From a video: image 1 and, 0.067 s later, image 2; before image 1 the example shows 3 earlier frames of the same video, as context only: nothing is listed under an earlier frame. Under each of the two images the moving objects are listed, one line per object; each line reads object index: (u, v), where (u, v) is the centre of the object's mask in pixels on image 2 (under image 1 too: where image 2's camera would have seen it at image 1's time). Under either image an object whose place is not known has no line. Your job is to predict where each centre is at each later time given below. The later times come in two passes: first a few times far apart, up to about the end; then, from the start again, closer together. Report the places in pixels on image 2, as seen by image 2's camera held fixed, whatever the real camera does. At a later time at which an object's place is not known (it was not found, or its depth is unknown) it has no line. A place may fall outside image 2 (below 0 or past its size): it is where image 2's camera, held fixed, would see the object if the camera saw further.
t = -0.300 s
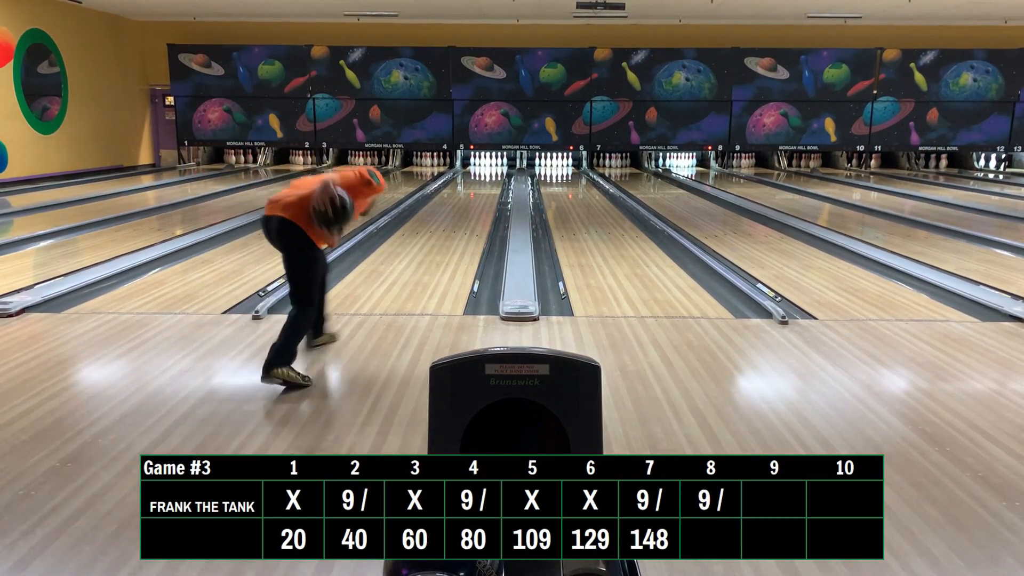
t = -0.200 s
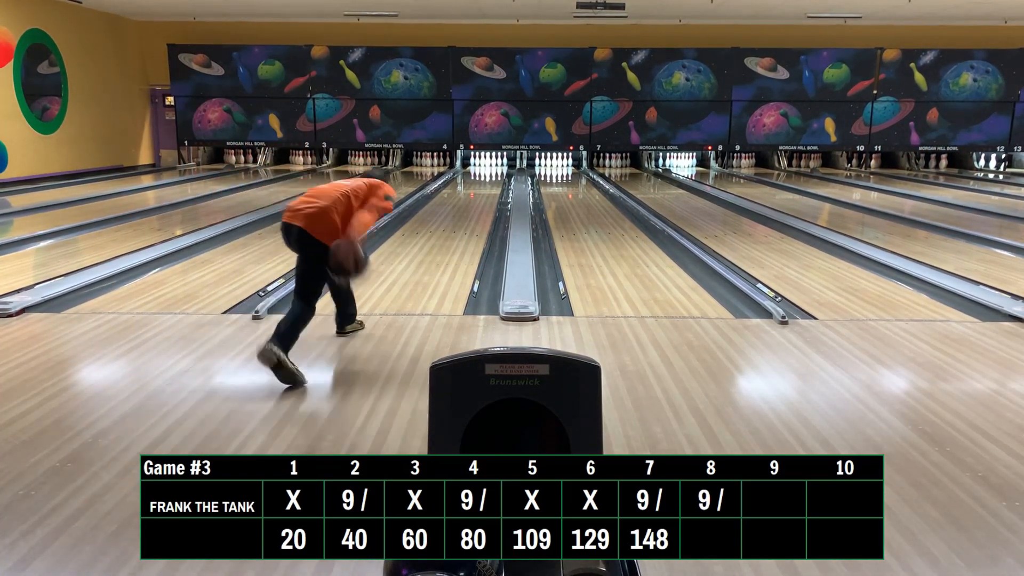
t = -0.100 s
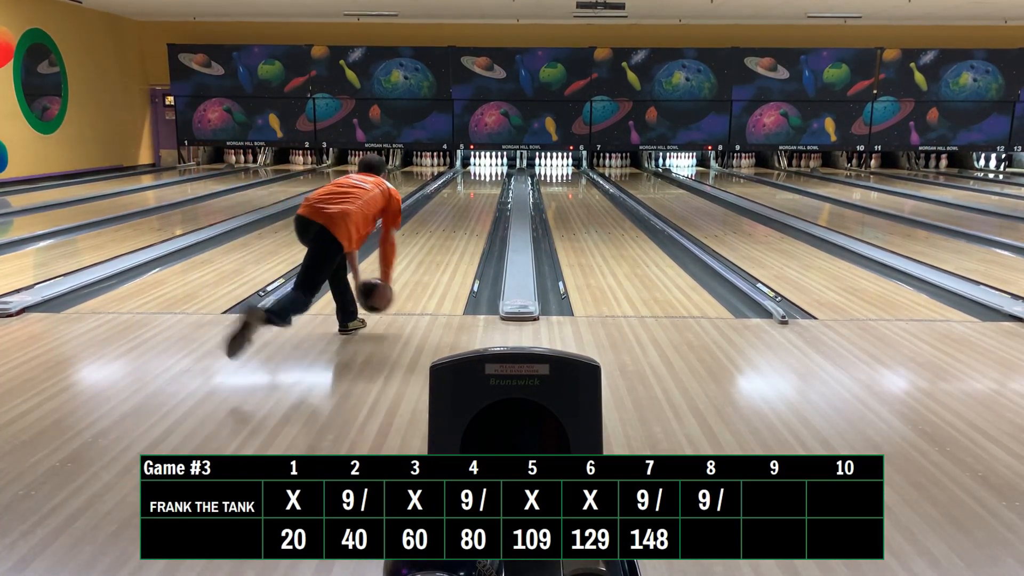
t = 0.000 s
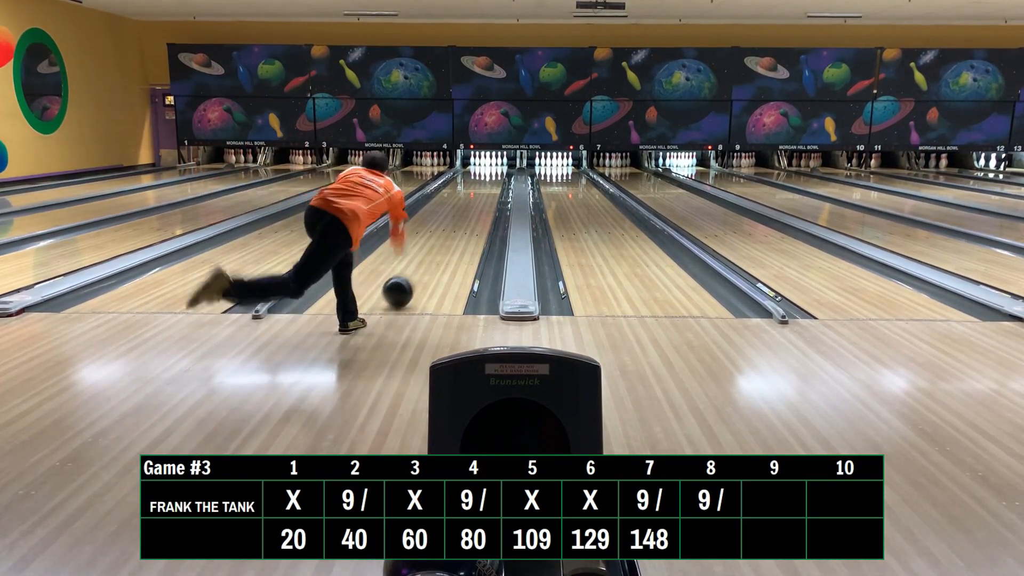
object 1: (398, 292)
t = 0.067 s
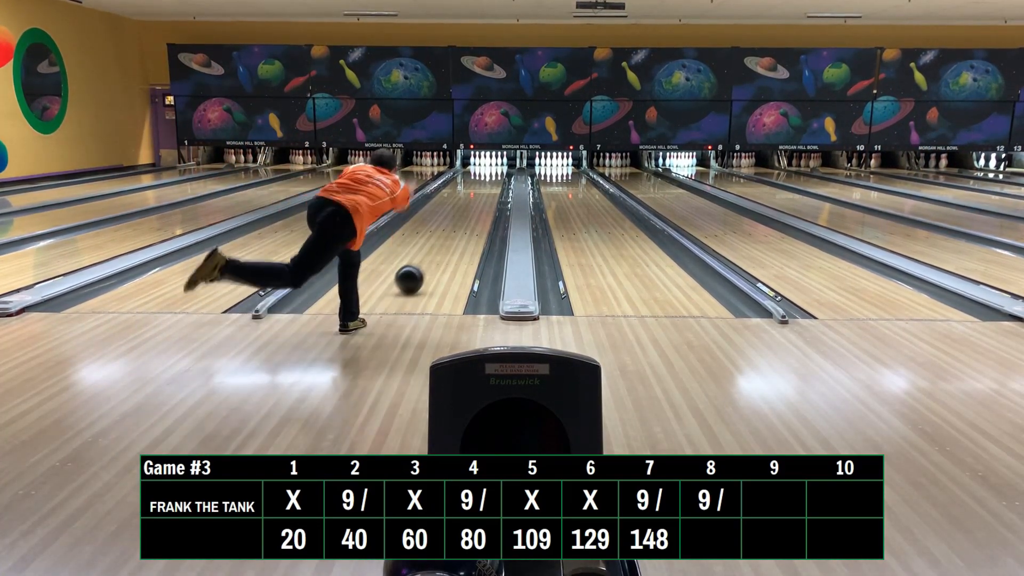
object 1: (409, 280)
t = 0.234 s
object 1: (431, 255)
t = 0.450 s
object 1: (450, 232)
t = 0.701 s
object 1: (466, 213)
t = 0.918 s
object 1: (474, 202)
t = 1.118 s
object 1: (480, 193)
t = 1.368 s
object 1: (486, 185)
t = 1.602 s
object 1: (490, 179)
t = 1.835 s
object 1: (492, 174)
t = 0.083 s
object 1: (412, 277)
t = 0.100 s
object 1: (414, 274)
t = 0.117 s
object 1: (417, 271)
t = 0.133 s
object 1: (419, 268)
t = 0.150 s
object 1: (421, 266)
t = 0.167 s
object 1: (423, 264)
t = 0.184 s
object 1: (425, 261)
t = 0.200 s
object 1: (427, 259)
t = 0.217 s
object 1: (429, 257)
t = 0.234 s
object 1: (431, 255)
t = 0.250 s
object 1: (433, 252)
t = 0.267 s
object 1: (435, 251)
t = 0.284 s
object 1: (436, 249)
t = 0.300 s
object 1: (438, 247)
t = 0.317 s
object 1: (439, 245)
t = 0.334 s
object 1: (441, 243)
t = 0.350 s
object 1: (442, 242)
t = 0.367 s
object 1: (444, 240)
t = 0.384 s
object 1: (445, 238)
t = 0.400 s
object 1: (446, 237)
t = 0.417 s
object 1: (448, 235)
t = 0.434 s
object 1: (449, 234)
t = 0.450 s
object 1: (450, 232)
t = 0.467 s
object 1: (452, 231)
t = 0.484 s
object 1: (453, 229)
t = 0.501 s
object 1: (454, 228)
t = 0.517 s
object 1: (455, 227)
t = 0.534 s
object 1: (456, 225)
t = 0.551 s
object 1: (457, 224)
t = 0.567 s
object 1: (458, 223)
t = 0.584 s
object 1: (459, 222)
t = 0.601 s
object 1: (460, 220)
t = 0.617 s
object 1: (461, 219)
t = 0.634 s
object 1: (462, 218)
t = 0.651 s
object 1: (461, 219)
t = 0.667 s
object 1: (462, 219)
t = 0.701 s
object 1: (466, 213)
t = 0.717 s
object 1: (466, 213)
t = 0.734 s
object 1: (467, 212)
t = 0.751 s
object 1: (468, 211)
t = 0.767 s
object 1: (468, 210)
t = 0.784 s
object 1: (469, 209)
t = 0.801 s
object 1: (470, 208)
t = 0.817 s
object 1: (471, 207)
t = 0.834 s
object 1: (471, 206)
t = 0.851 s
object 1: (472, 205)
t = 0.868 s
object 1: (472, 204)
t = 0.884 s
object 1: (473, 204)
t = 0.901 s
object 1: (474, 203)
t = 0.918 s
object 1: (474, 202)
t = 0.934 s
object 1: (475, 201)
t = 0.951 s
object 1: (475, 200)
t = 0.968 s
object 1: (476, 200)
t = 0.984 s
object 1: (477, 199)
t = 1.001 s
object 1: (477, 198)
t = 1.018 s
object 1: (478, 197)
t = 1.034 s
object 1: (478, 197)
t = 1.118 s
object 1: (480, 193)
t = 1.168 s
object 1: (482, 191)
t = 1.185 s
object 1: (482, 191)
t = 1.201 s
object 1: (483, 190)
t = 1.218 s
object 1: (483, 190)
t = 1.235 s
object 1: (484, 189)
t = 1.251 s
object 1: (484, 189)
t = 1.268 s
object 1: (484, 188)
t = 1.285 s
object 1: (485, 188)
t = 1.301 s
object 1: (485, 187)
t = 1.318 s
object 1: (485, 187)
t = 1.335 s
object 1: (486, 186)
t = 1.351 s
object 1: (486, 186)
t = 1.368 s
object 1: (486, 185)
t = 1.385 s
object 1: (487, 185)
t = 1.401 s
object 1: (487, 184)
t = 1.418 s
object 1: (487, 184)
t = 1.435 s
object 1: (488, 183)
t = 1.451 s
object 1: (488, 183)
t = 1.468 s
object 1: (488, 183)
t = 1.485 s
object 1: (488, 182)
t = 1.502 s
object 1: (488, 182)
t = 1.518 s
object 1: (489, 181)
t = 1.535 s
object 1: (489, 181)
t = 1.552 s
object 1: (489, 180)
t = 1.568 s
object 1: (490, 180)
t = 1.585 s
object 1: (490, 179)
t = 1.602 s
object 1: (490, 179)
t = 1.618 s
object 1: (490, 178)
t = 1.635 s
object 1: (491, 178)
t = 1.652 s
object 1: (491, 178)
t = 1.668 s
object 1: (491, 177)
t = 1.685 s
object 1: (491, 177)
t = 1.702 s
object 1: (491, 176)
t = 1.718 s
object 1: (492, 176)
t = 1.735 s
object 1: (492, 176)
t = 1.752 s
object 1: (492, 176)
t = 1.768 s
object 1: (492, 175)
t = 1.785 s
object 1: (492, 175)
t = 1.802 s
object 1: (492, 174)
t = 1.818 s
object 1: (492, 174)
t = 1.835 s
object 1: (492, 174)
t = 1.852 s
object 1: (492, 173)
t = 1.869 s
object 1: (492, 173)
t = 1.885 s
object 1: (492, 173)
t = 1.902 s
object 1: (492, 173)
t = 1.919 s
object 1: (492, 172)
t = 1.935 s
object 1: (492, 172)
